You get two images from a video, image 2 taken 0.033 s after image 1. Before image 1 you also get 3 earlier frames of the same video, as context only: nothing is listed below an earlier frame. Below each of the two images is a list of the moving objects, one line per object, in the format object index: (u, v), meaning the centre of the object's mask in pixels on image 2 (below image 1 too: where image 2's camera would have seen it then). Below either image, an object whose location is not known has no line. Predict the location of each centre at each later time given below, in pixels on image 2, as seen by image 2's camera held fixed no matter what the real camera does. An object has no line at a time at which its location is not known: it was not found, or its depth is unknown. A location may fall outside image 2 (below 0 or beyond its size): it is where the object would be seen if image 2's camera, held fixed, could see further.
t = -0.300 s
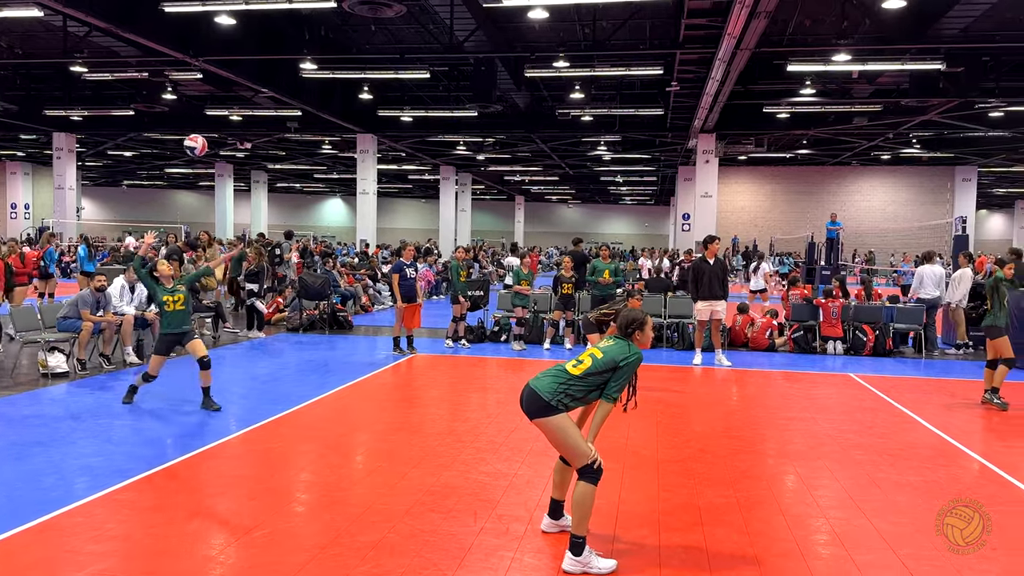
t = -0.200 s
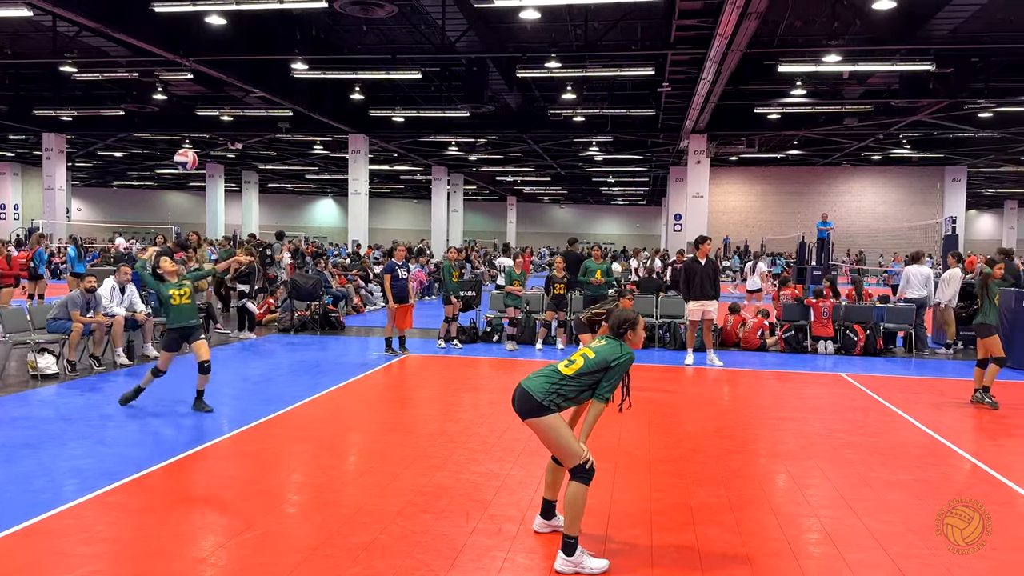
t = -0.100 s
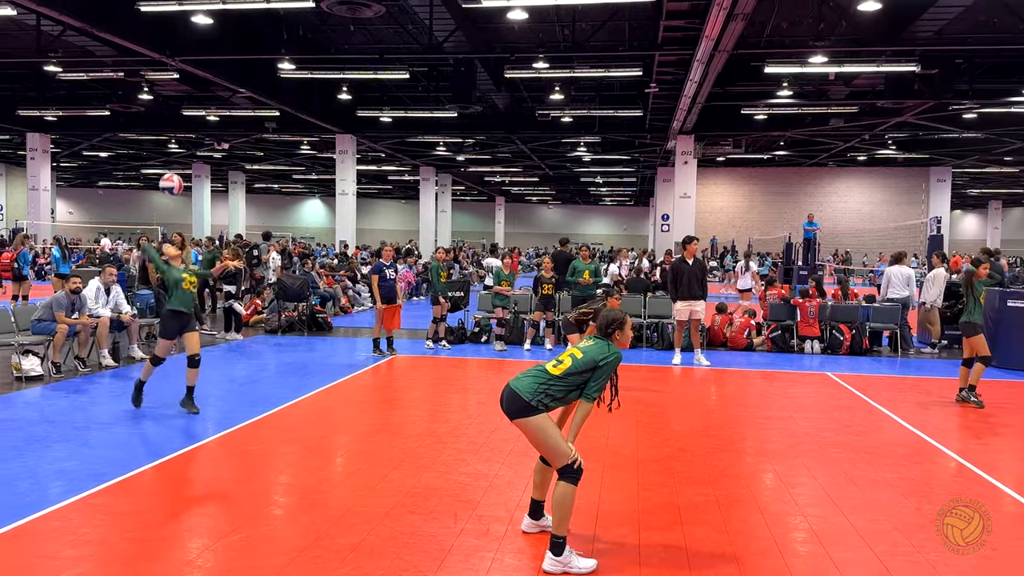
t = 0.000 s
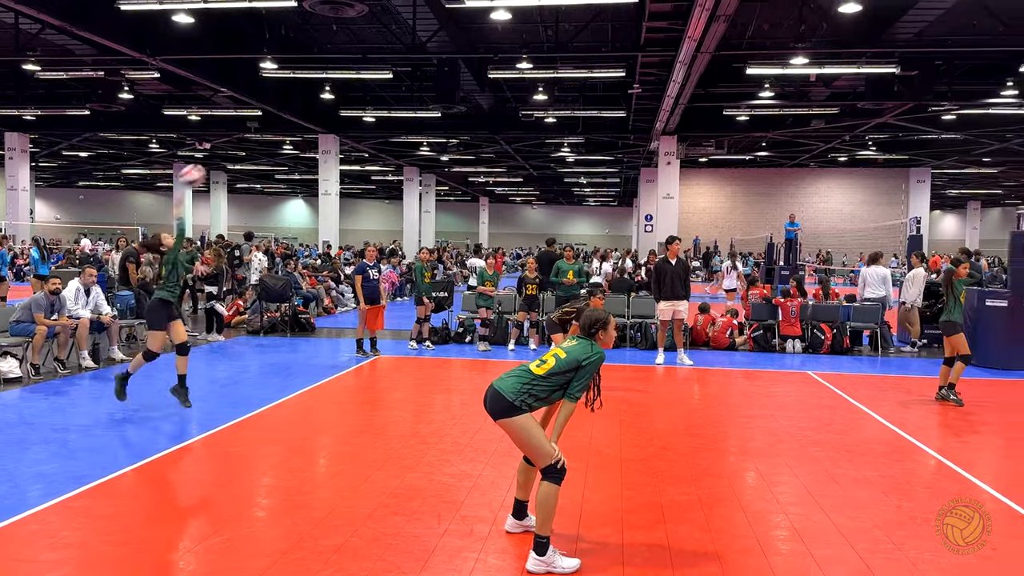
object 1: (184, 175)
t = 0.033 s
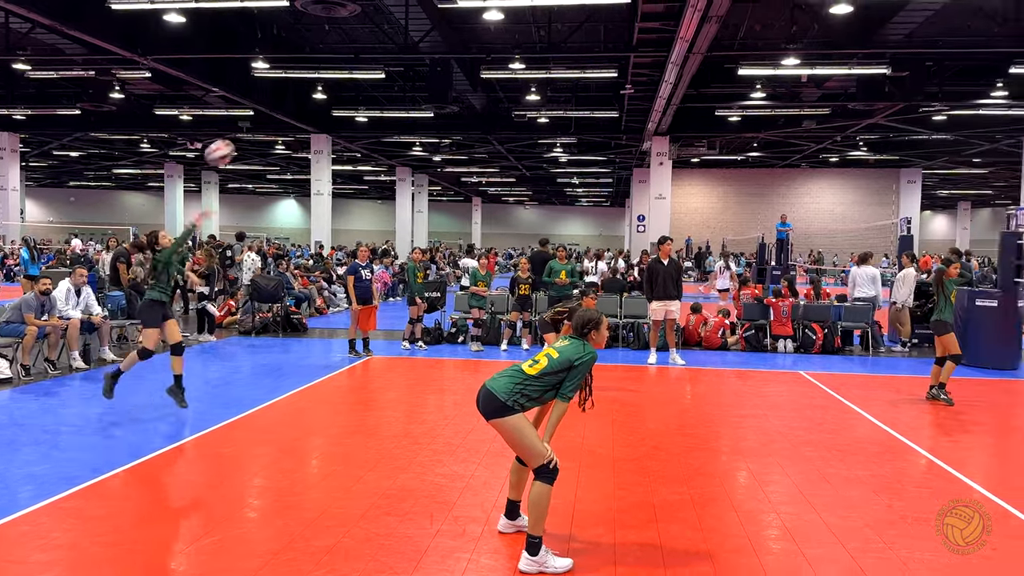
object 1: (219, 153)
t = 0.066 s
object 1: (256, 129)
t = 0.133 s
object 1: (332, 84)
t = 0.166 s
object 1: (373, 60)
